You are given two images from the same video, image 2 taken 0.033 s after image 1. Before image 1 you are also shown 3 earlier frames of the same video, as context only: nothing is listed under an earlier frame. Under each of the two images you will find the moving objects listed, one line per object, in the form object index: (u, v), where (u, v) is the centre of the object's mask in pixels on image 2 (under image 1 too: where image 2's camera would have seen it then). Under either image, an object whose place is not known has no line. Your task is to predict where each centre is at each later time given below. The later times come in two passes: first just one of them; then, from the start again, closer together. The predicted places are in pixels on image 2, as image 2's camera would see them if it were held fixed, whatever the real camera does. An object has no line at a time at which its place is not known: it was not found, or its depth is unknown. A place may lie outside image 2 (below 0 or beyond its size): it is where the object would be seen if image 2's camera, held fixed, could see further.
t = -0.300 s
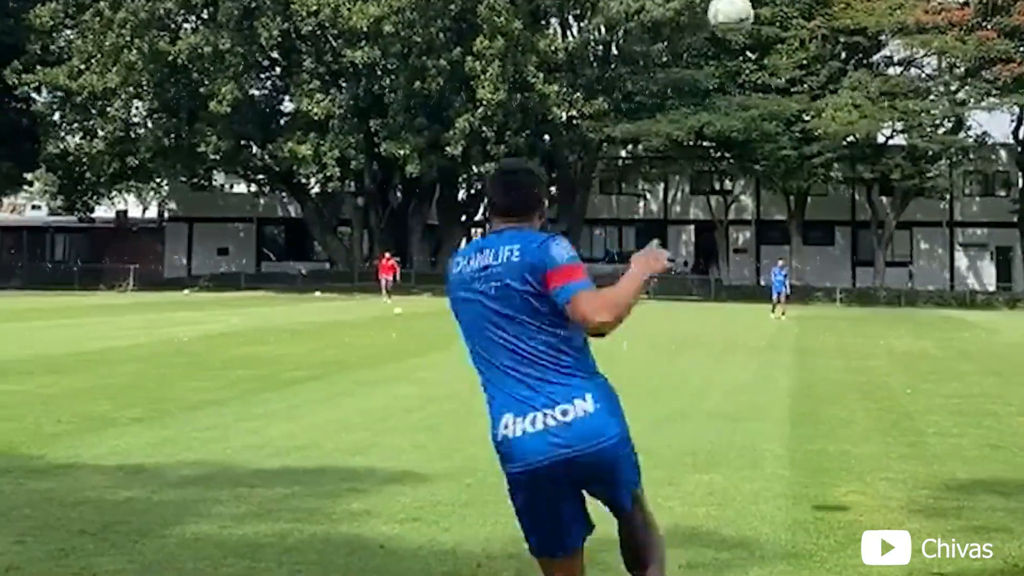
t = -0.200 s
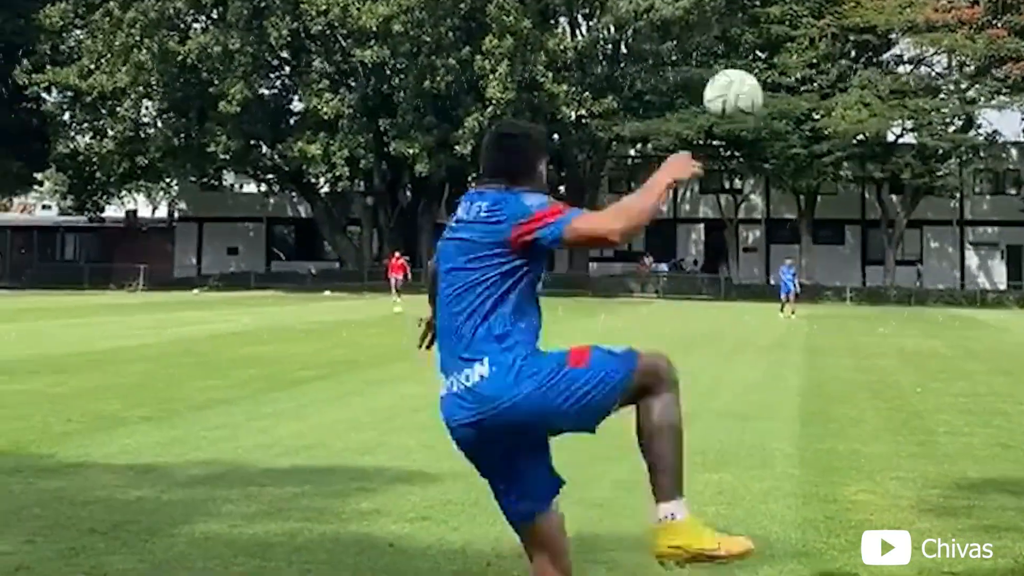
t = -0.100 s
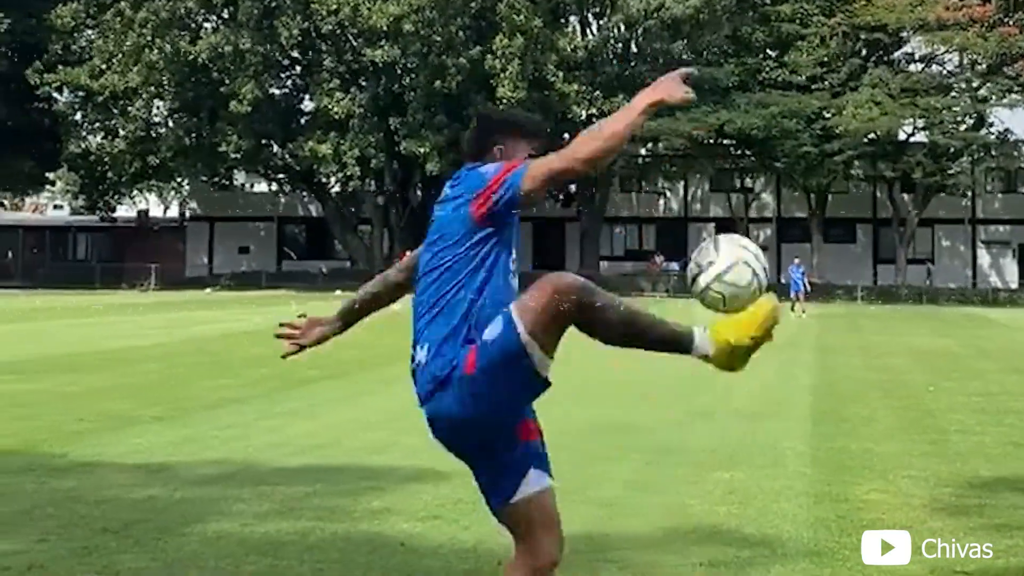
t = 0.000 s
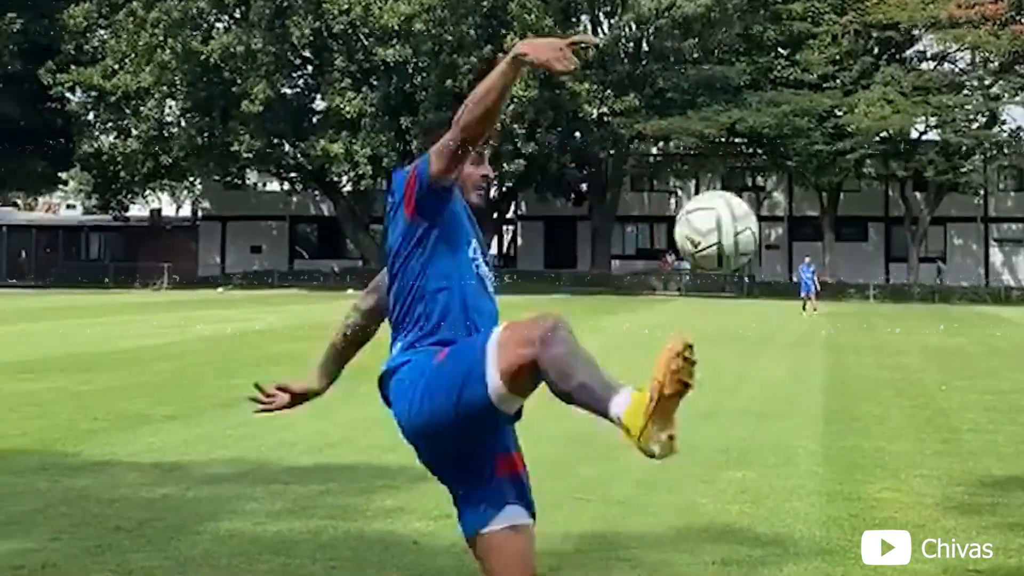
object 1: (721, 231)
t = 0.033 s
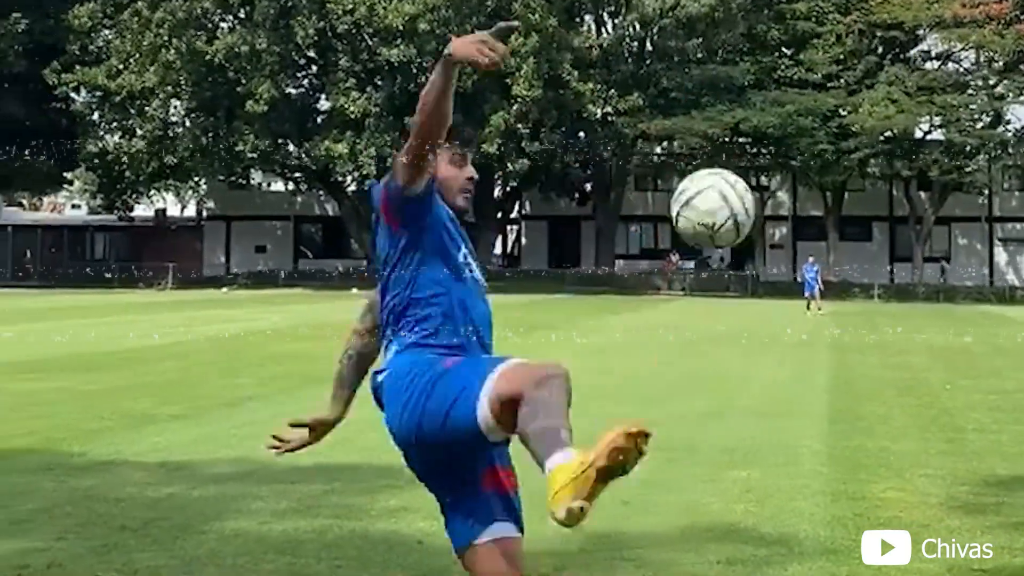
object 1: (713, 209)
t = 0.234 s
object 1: (670, 162)
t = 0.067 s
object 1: (706, 191)
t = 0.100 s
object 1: (700, 177)
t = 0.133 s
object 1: (693, 164)
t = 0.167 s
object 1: (685, 162)
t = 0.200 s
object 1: (676, 161)
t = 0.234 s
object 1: (670, 162)
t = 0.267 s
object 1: (663, 170)
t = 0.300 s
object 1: (653, 180)
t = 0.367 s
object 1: (642, 212)
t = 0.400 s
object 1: (634, 231)
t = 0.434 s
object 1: (627, 253)
